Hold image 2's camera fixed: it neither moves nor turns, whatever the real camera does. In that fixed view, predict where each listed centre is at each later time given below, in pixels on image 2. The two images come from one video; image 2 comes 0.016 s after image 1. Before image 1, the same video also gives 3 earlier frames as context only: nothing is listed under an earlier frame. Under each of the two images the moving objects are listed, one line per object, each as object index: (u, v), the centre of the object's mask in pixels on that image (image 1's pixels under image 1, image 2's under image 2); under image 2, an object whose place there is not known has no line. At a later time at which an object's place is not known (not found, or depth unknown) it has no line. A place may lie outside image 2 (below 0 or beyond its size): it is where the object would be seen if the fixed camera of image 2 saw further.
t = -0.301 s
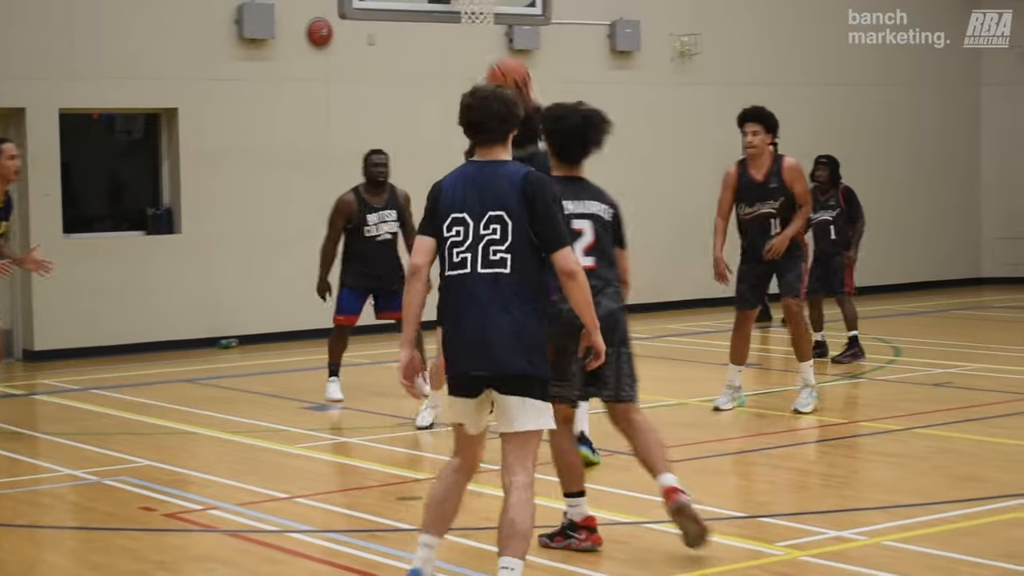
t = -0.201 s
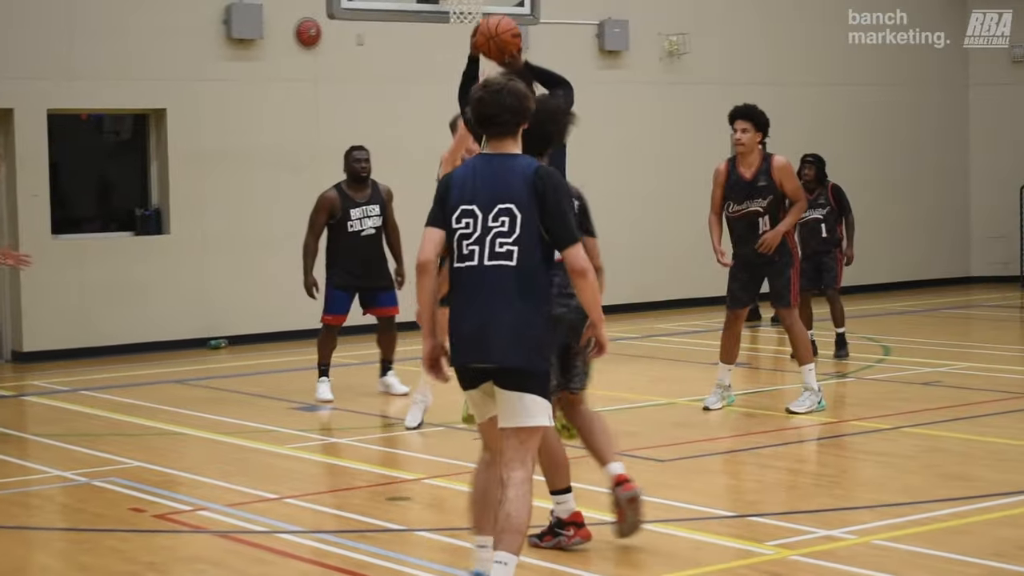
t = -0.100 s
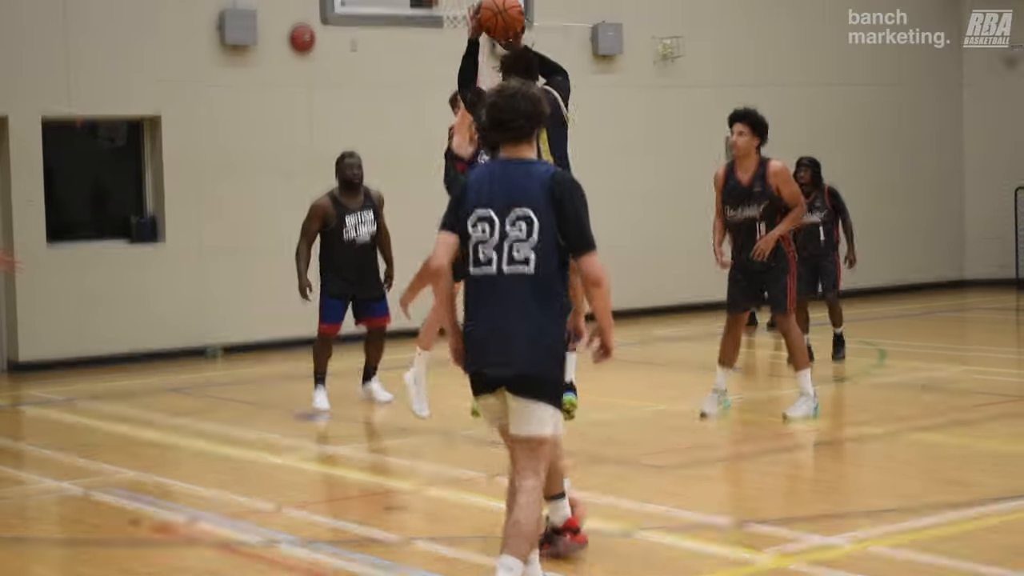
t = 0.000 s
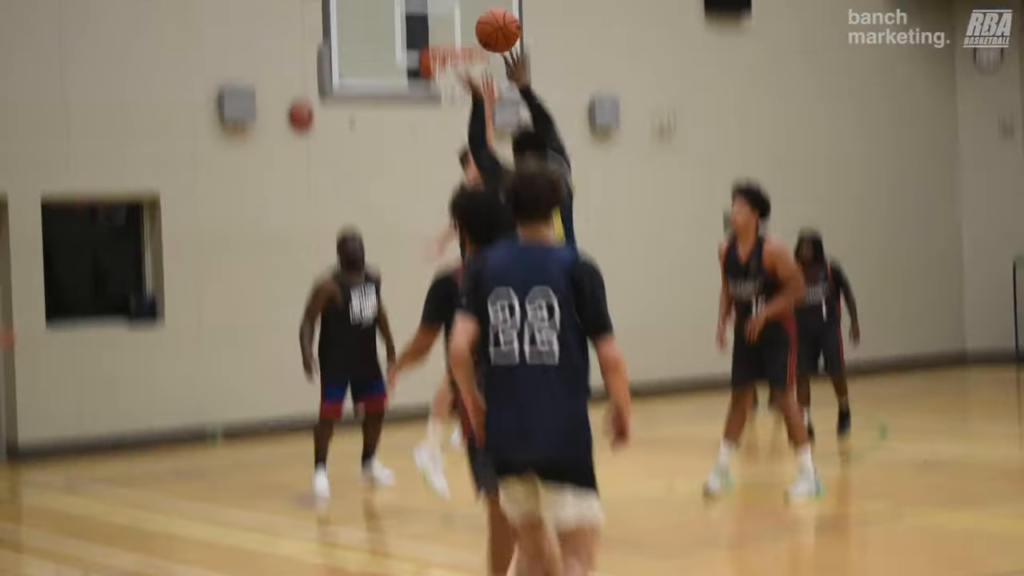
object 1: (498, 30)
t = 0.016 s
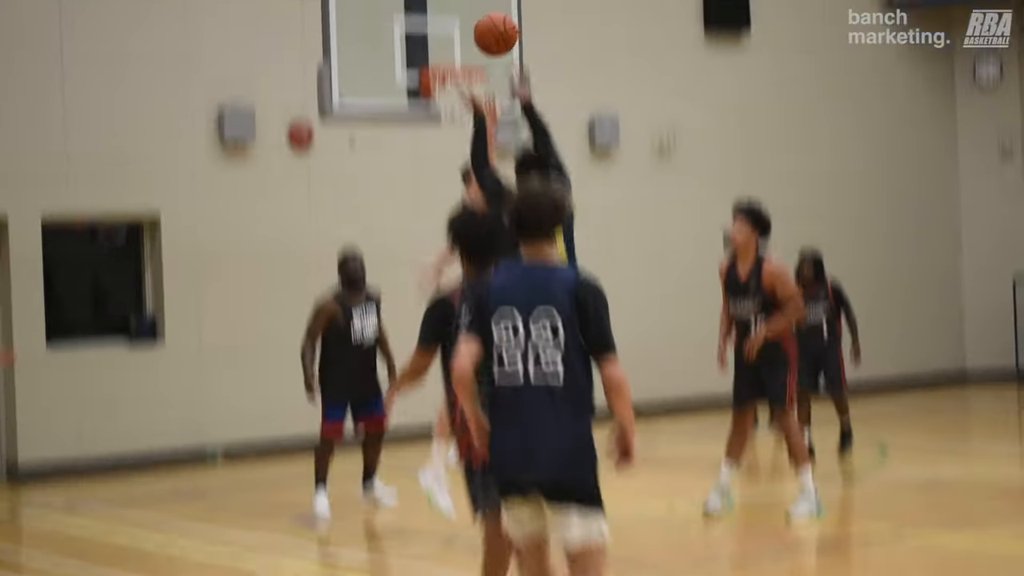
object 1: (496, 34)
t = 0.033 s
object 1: (494, 17)
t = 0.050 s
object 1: (494, 1)
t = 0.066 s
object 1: (493, -9)
